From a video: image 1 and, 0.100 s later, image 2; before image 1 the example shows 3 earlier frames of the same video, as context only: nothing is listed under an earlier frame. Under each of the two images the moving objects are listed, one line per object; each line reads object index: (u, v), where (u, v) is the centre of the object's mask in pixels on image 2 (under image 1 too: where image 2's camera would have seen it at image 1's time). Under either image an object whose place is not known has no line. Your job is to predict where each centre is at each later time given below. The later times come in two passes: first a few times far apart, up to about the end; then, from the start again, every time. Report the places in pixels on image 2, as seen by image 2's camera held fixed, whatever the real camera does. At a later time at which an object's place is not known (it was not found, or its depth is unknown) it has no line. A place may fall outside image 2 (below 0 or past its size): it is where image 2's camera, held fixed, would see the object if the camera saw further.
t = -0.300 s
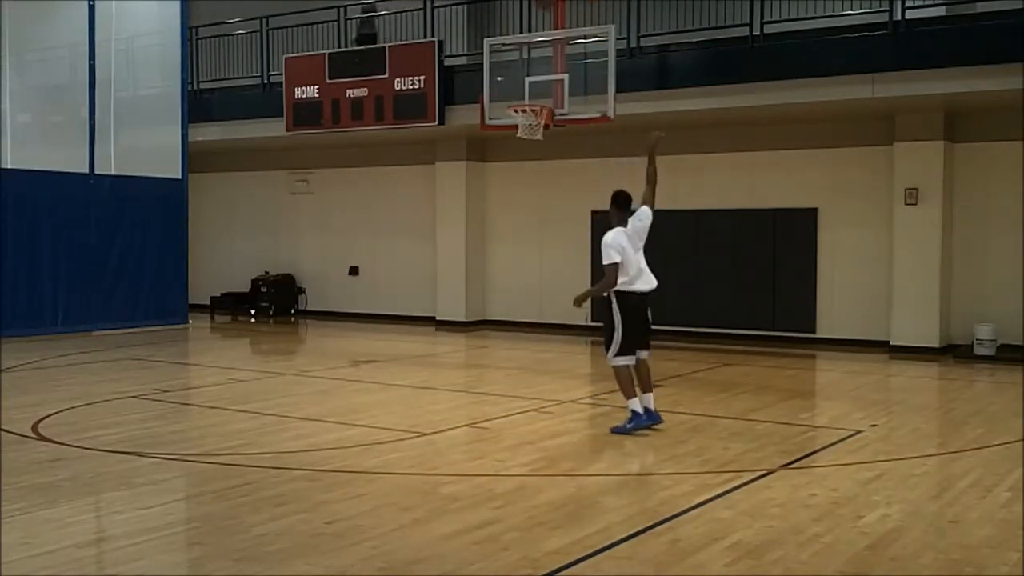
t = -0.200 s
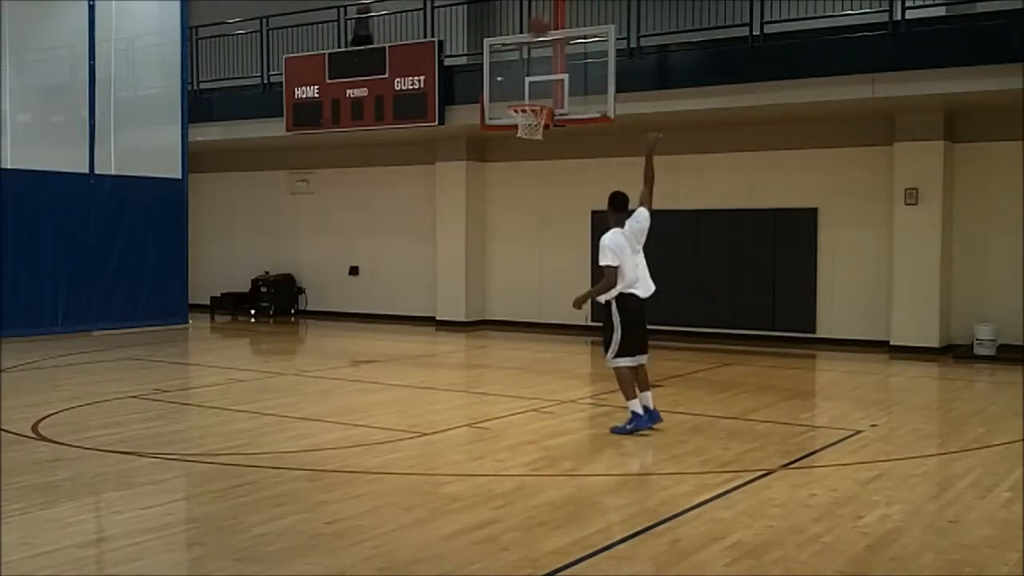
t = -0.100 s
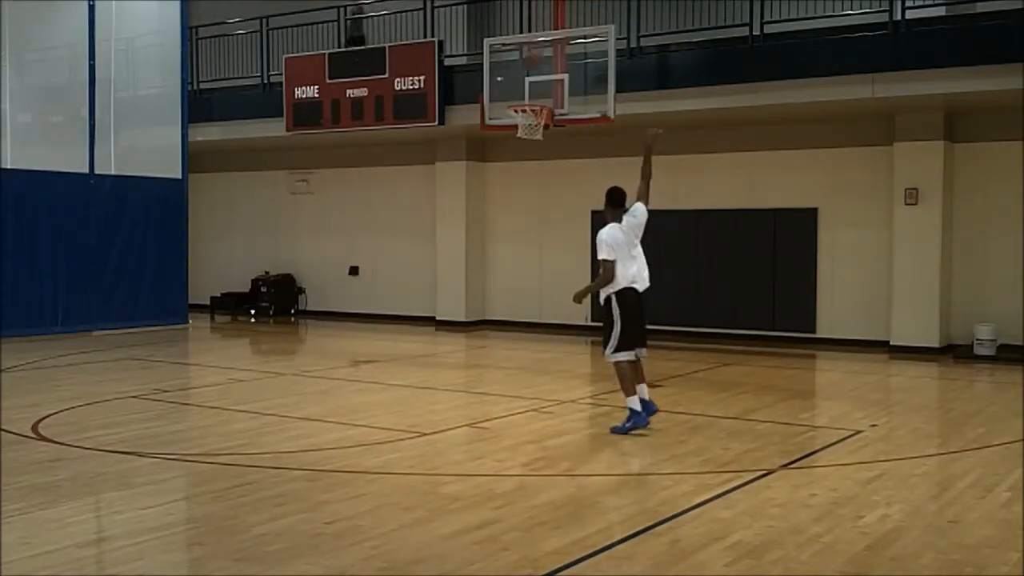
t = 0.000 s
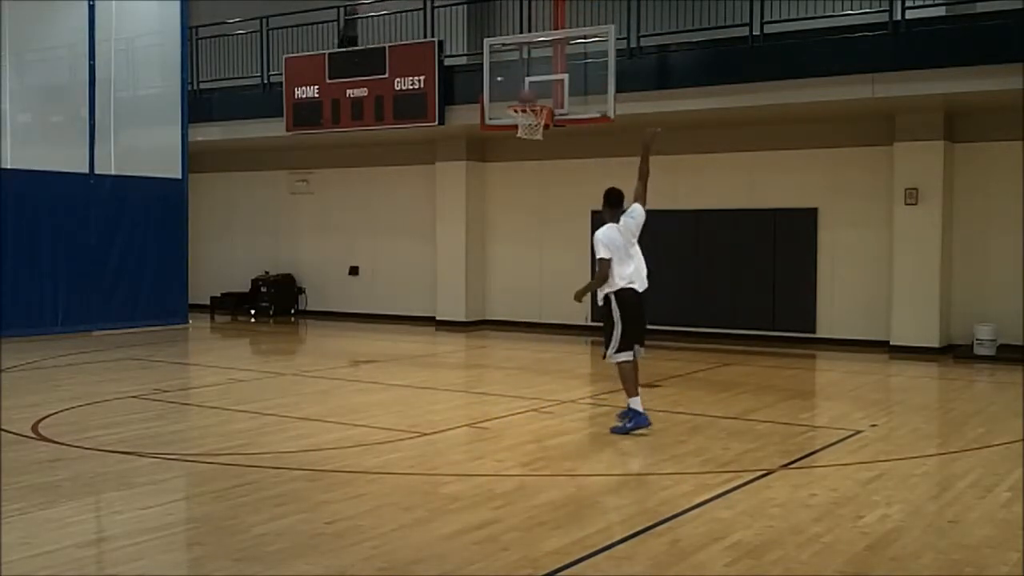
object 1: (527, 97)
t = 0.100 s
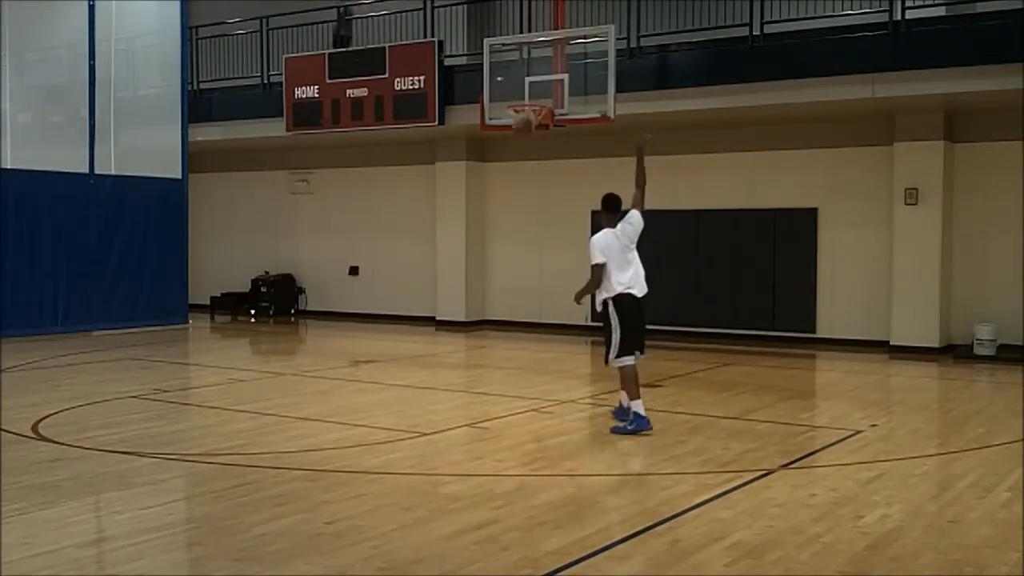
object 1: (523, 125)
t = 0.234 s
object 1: (525, 132)
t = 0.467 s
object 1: (532, 175)
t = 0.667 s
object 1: (536, 252)
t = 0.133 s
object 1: (524, 126)
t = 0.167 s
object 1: (524, 128)
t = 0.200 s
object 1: (524, 130)
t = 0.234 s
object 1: (525, 132)
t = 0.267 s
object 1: (529, 138)
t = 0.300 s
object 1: (530, 142)
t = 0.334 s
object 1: (532, 142)
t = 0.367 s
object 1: (534, 140)
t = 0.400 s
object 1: (531, 160)
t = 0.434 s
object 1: (531, 168)
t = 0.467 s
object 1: (532, 175)
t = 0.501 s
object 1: (533, 187)
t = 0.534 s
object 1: (534, 198)
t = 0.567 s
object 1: (535, 209)
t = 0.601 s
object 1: (535, 222)
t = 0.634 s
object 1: (536, 236)
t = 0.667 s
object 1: (536, 252)
